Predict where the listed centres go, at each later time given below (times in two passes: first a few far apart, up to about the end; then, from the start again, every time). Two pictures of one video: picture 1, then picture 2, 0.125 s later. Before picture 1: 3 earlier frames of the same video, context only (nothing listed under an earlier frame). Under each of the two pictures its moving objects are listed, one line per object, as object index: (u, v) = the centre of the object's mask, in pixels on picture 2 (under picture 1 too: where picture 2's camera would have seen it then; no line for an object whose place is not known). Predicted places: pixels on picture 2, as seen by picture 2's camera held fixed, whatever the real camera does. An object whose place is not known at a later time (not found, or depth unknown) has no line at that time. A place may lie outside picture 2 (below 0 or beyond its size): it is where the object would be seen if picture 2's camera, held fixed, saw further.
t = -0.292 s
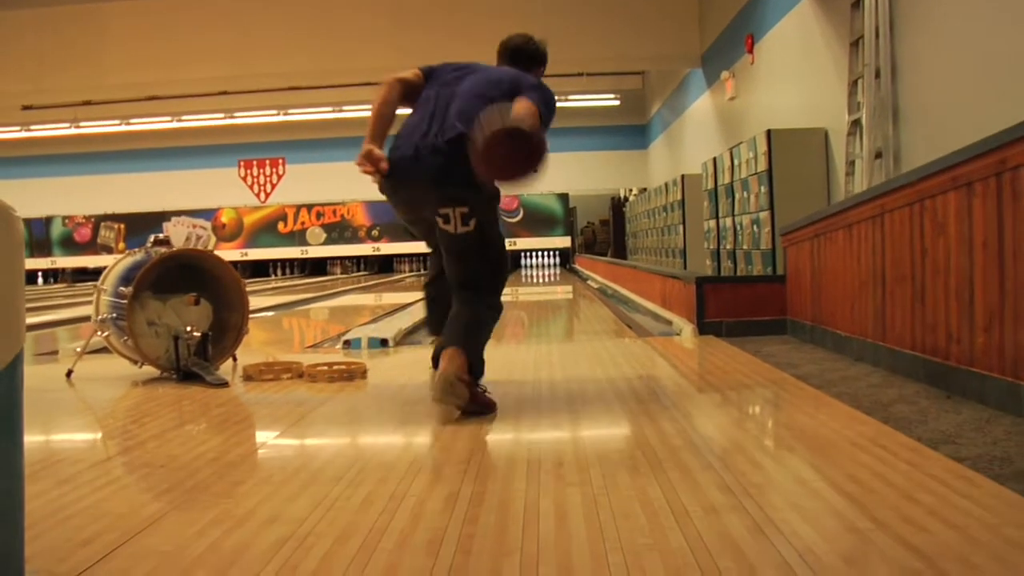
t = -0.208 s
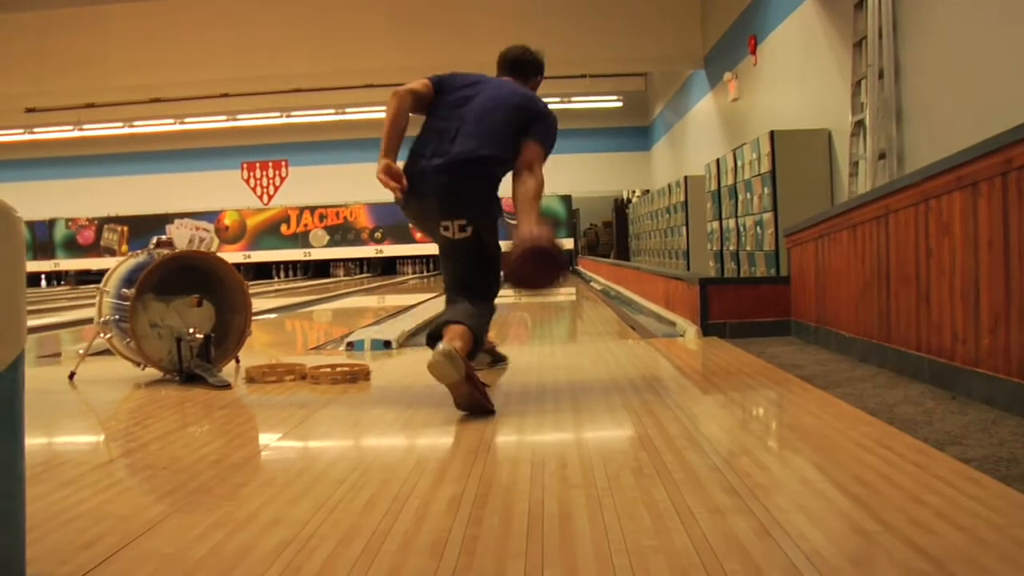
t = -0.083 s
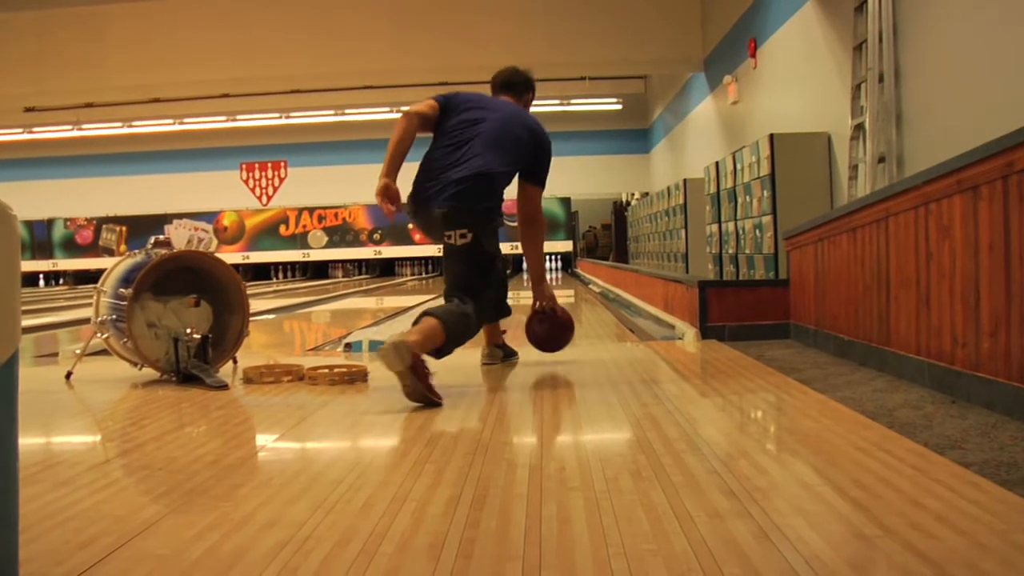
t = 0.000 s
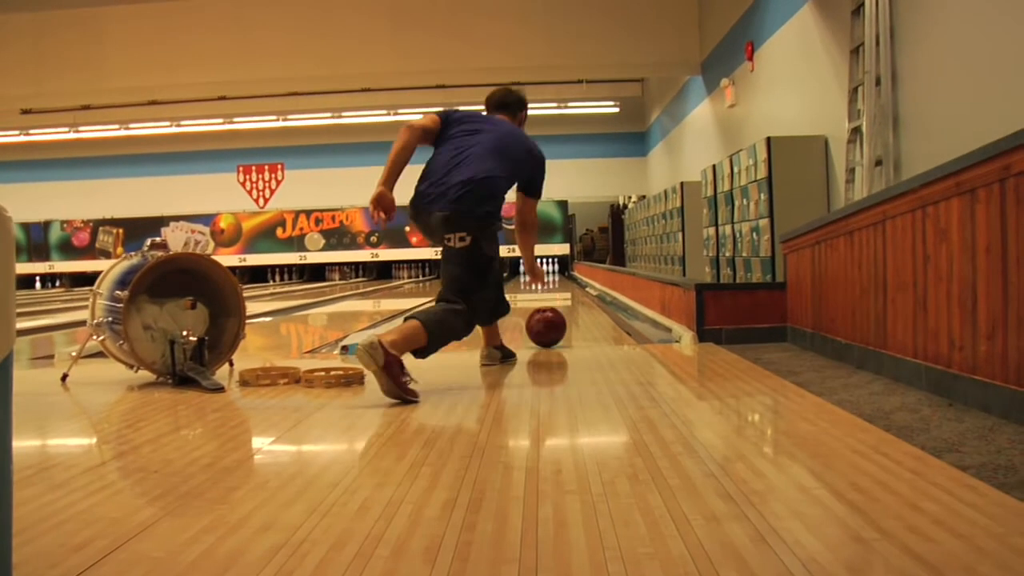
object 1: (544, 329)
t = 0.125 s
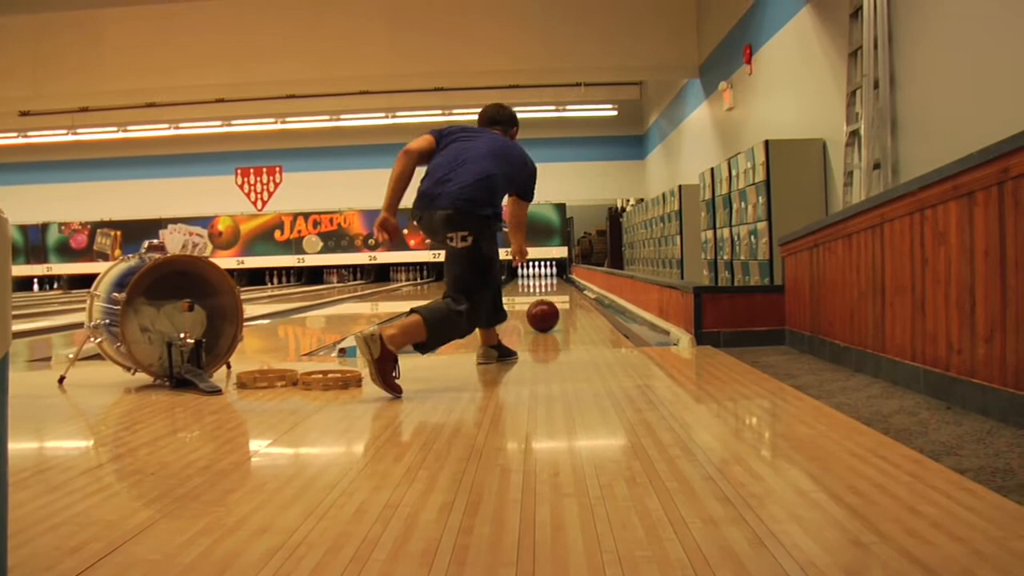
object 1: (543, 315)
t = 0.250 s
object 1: (542, 306)
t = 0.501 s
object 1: (542, 294)
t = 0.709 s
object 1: (542, 287)
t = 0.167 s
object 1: (542, 311)
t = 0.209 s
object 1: (542, 309)
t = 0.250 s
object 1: (542, 306)
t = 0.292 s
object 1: (542, 303)
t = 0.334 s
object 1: (542, 301)
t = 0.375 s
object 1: (542, 299)
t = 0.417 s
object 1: (542, 297)
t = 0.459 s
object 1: (542, 295)
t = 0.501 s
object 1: (542, 294)
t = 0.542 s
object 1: (541, 293)
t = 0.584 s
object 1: (541, 291)
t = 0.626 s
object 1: (541, 290)
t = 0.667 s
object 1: (541, 289)
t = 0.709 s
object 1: (542, 287)
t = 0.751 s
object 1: (541, 287)
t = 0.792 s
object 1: (541, 286)
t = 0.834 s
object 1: (541, 286)
